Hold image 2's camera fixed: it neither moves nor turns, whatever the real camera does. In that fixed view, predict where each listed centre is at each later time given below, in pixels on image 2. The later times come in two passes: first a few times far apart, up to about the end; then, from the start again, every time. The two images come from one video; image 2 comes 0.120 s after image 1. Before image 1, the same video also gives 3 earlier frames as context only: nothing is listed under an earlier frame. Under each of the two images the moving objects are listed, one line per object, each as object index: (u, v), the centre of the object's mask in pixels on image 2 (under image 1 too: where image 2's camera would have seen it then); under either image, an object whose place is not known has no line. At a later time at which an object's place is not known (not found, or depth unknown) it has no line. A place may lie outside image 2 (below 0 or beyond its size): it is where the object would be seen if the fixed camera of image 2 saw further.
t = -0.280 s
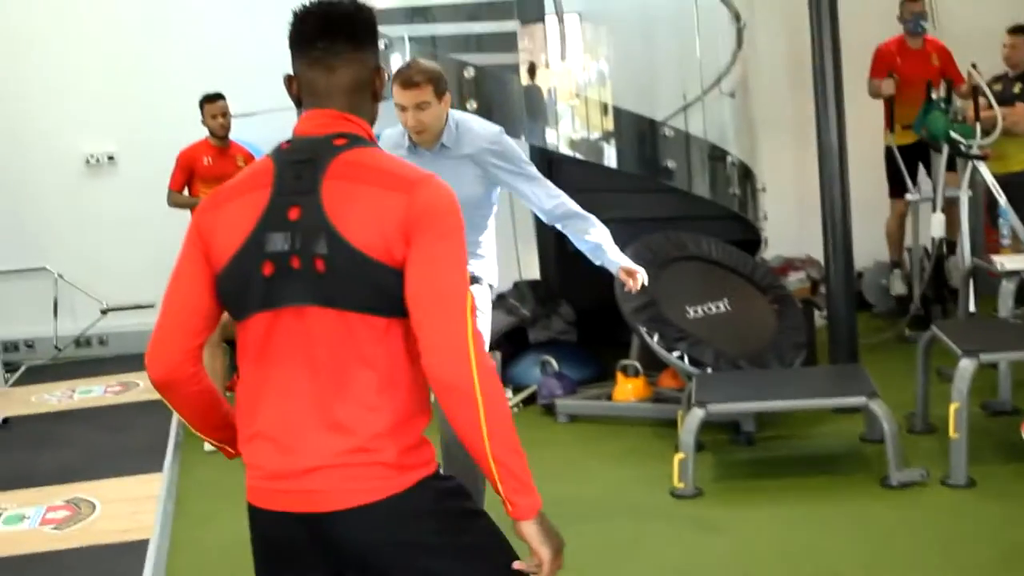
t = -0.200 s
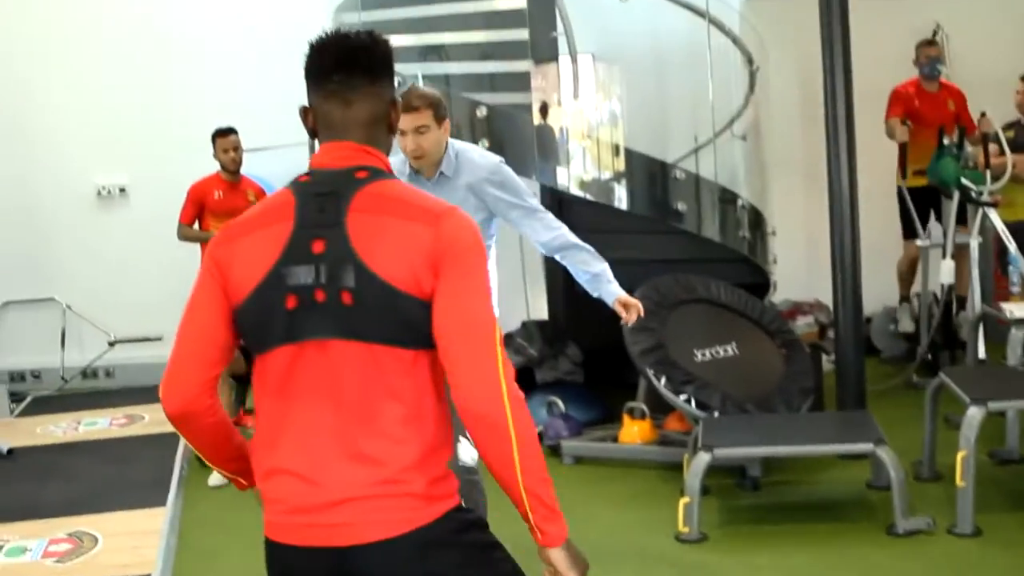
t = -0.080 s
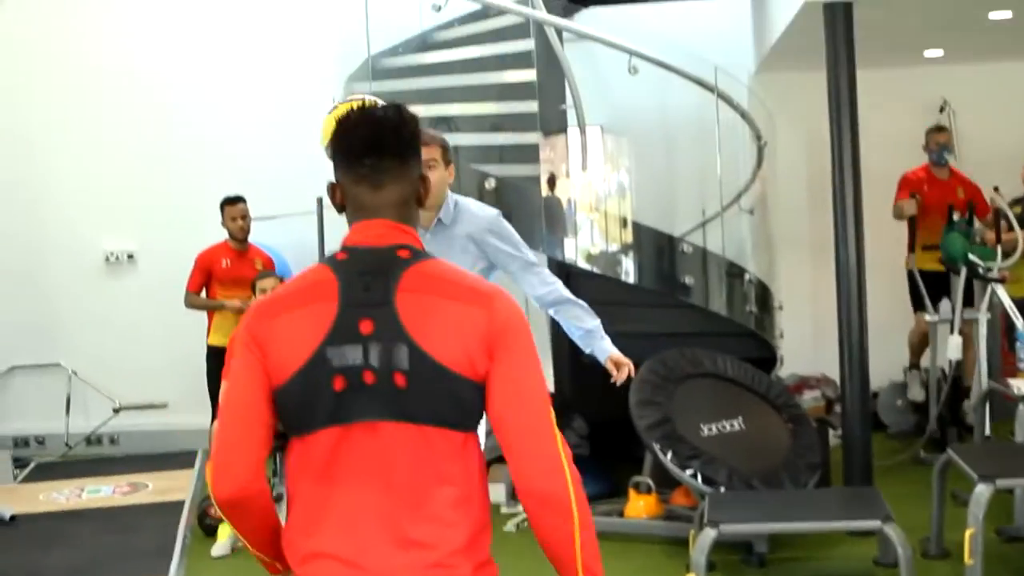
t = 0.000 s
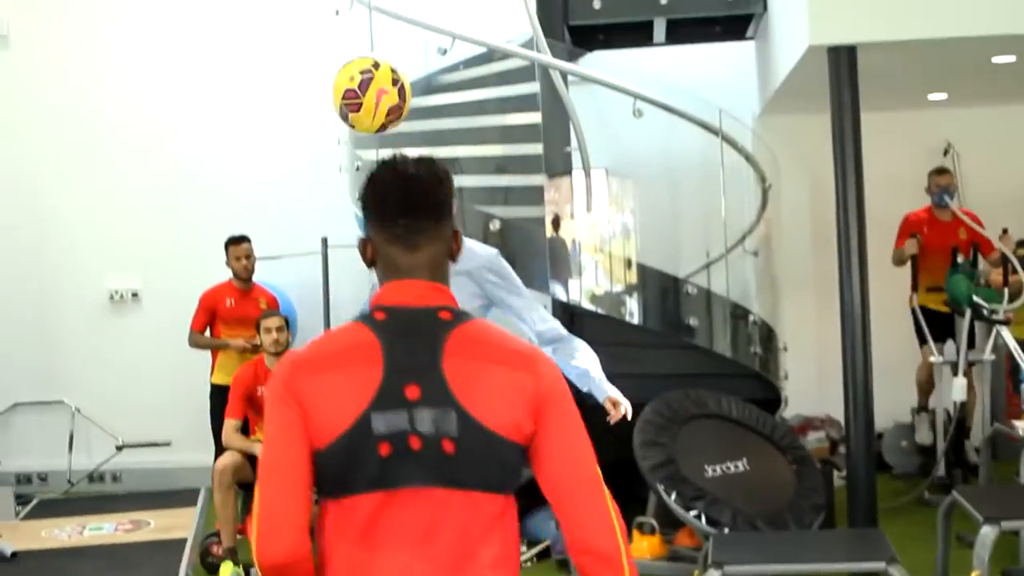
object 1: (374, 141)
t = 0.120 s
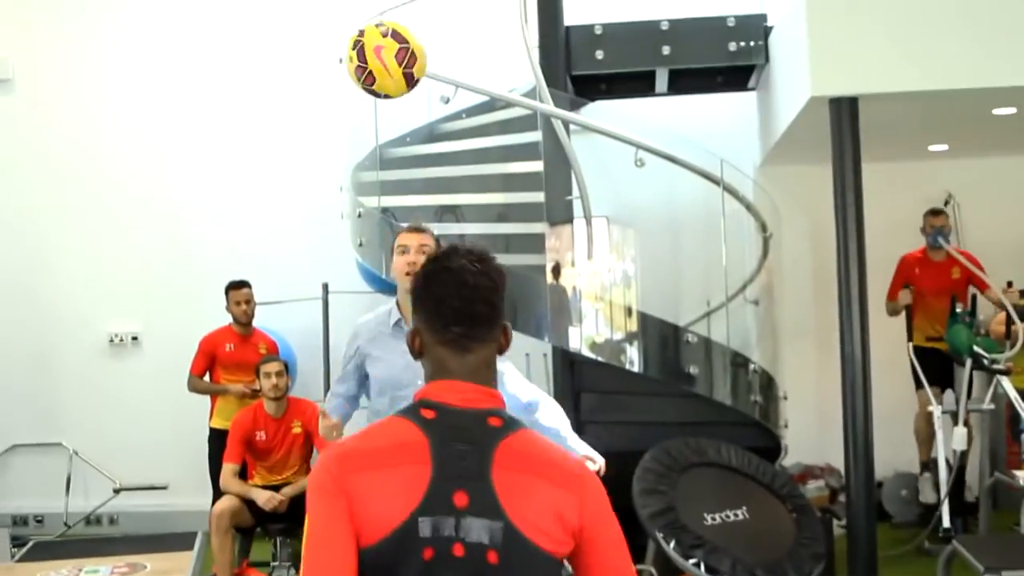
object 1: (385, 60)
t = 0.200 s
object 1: (394, 33)
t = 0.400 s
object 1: (423, 62)
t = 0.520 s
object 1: (446, 155)
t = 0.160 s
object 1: (390, 44)
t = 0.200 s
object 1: (394, 33)
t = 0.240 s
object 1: (399, 27)
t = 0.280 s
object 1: (404, 27)
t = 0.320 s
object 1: (410, 32)
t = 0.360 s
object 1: (416, 42)
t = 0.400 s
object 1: (423, 62)
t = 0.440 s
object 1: (430, 86)
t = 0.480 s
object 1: (438, 117)
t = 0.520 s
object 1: (446, 155)
